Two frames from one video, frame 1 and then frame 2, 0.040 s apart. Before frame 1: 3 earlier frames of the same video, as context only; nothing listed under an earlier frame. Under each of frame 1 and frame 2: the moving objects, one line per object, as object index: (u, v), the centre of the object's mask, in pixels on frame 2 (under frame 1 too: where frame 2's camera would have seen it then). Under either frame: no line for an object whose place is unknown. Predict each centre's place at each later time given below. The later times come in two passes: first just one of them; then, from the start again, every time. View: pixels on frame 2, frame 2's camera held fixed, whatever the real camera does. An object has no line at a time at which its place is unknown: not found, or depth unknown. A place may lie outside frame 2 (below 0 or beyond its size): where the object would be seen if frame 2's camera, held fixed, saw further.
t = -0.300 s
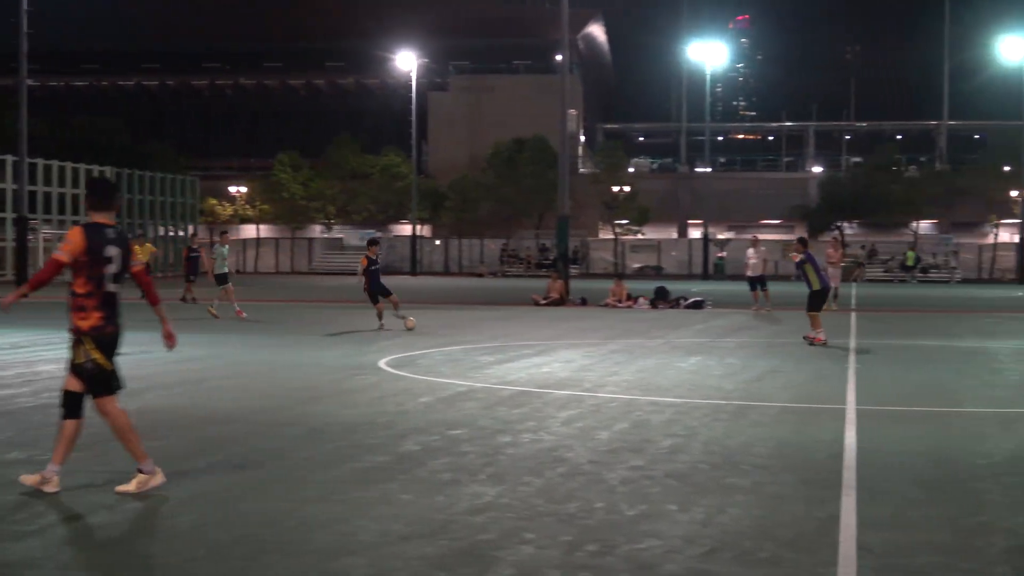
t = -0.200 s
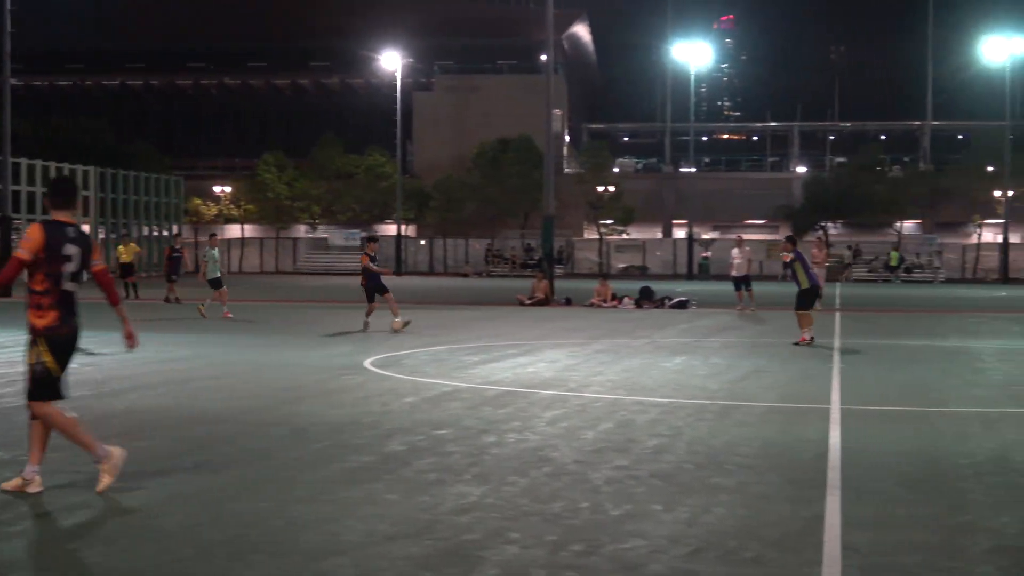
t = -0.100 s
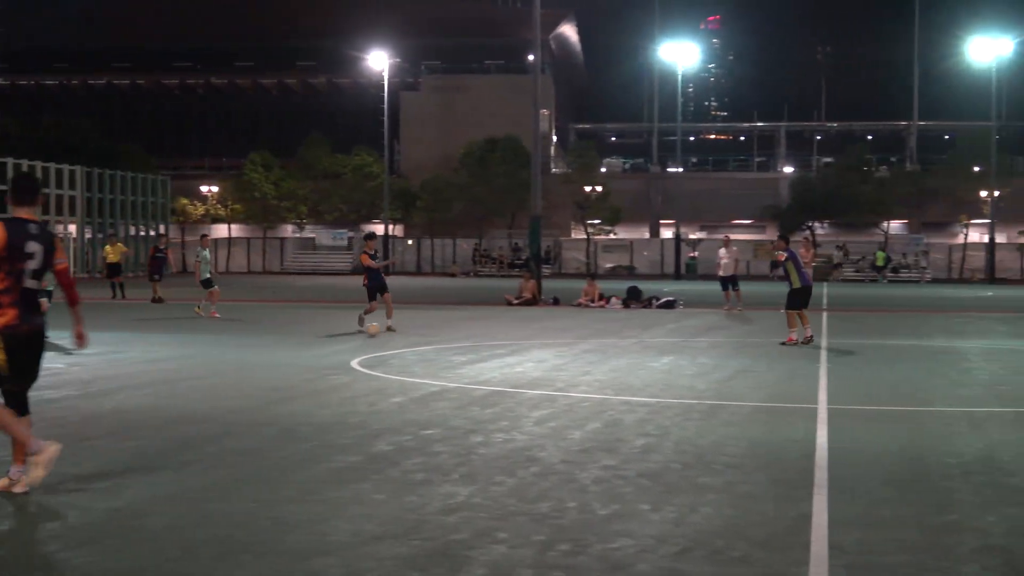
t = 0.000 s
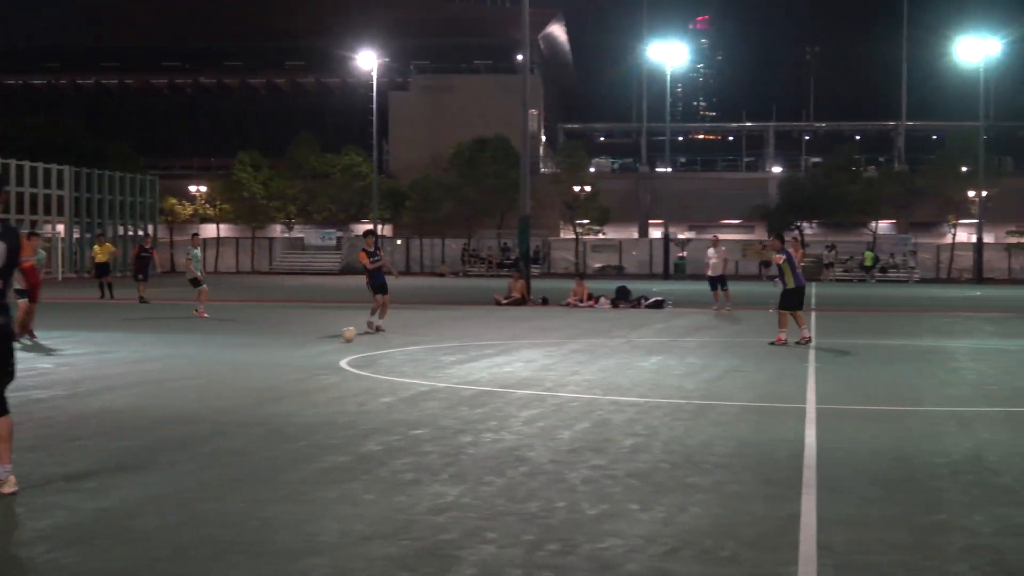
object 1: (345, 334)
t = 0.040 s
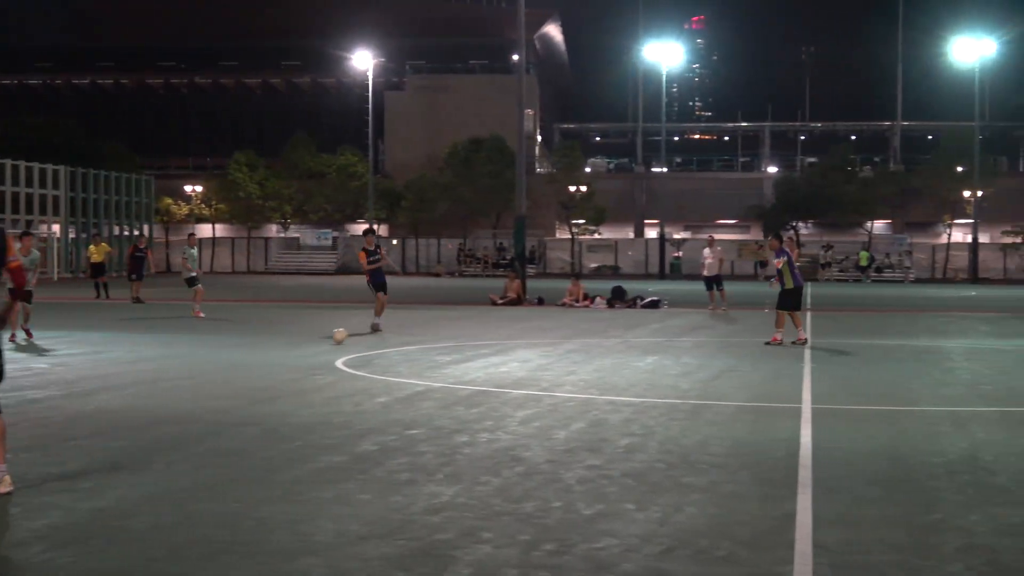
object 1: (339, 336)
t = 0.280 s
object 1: (306, 347)
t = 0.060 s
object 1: (337, 337)
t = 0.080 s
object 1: (334, 338)
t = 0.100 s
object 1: (331, 339)
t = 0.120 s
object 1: (329, 340)
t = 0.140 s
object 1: (326, 341)
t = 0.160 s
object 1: (323, 342)
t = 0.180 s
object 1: (320, 343)
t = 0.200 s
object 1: (317, 344)
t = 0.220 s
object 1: (313, 345)
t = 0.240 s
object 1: (311, 346)
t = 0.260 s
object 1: (308, 347)
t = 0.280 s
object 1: (306, 347)
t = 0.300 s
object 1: (303, 348)
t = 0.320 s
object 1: (300, 349)
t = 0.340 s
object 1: (297, 351)
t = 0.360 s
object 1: (295, 352)
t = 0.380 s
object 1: (292, 352)
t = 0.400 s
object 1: (290, 352)
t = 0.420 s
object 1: (288, 353)
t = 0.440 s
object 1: (286, 354)
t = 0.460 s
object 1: (283, 355)
